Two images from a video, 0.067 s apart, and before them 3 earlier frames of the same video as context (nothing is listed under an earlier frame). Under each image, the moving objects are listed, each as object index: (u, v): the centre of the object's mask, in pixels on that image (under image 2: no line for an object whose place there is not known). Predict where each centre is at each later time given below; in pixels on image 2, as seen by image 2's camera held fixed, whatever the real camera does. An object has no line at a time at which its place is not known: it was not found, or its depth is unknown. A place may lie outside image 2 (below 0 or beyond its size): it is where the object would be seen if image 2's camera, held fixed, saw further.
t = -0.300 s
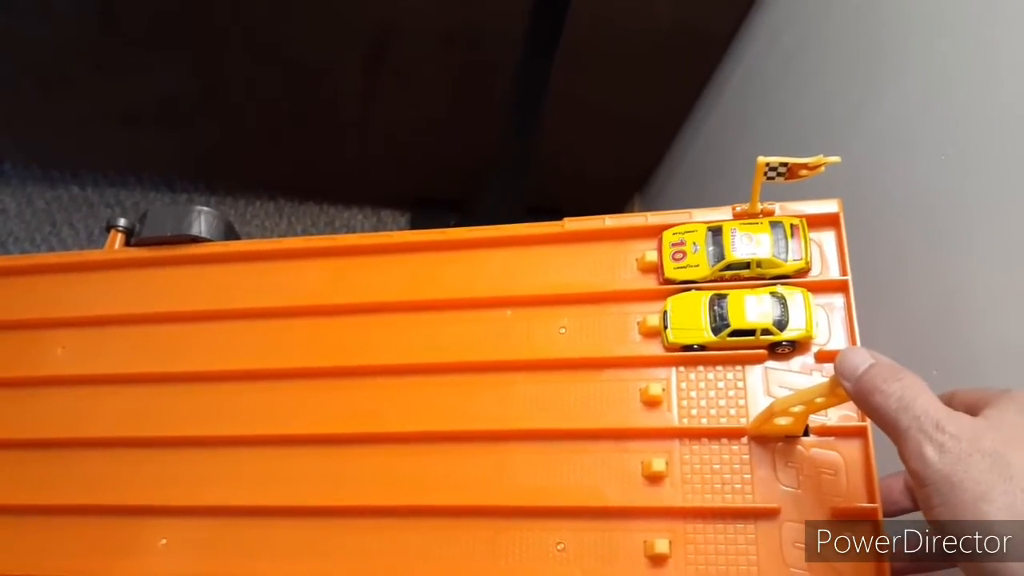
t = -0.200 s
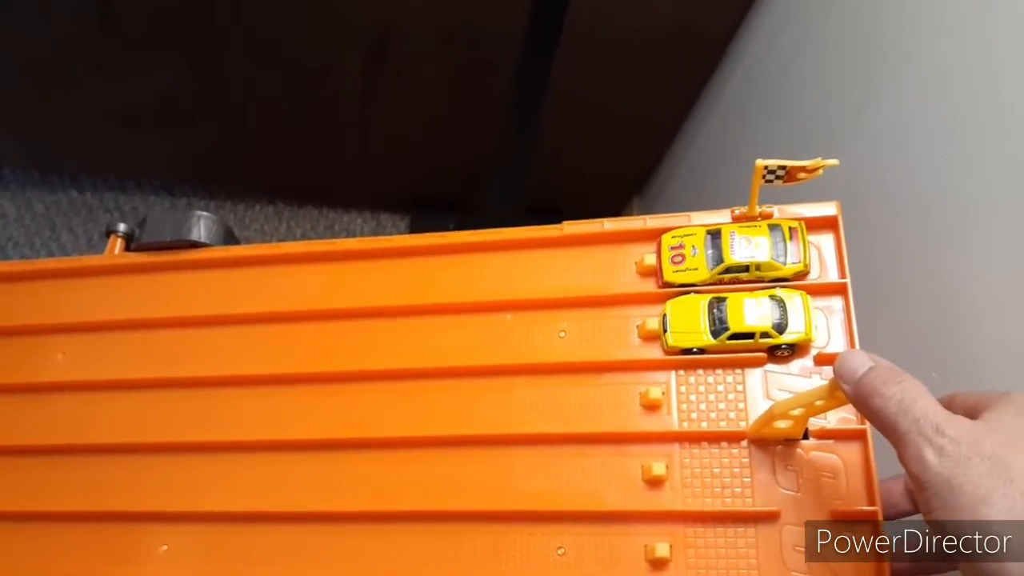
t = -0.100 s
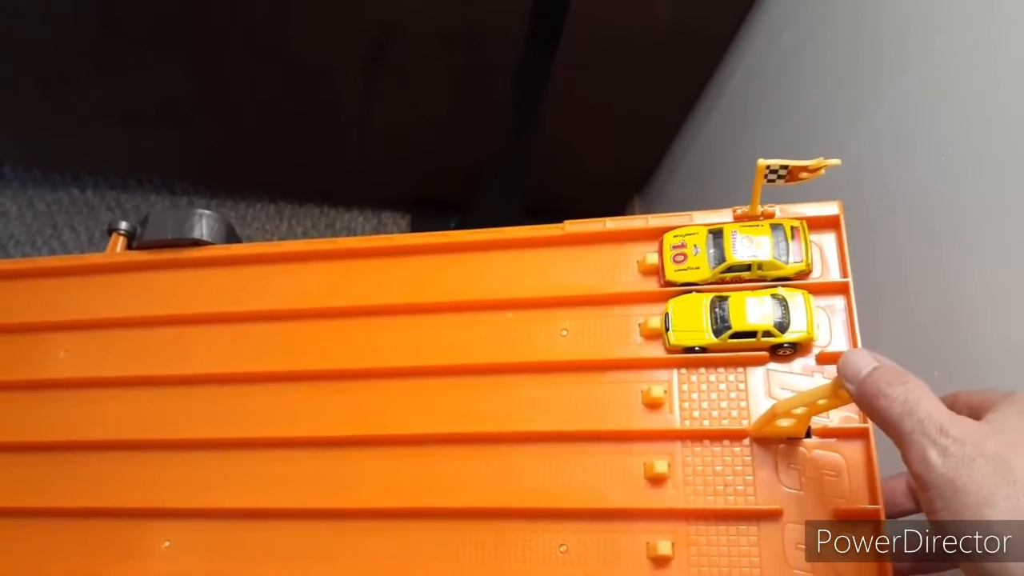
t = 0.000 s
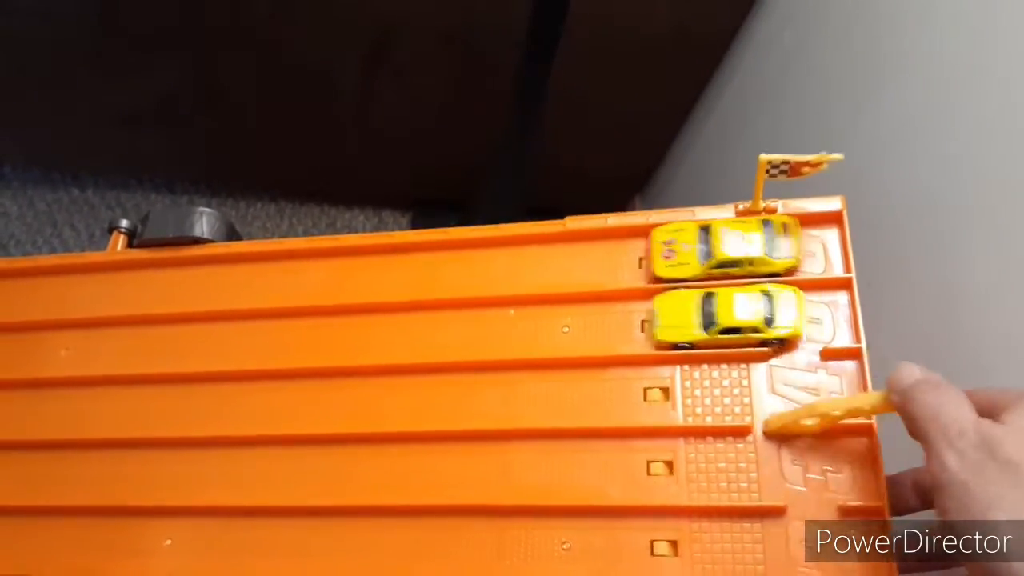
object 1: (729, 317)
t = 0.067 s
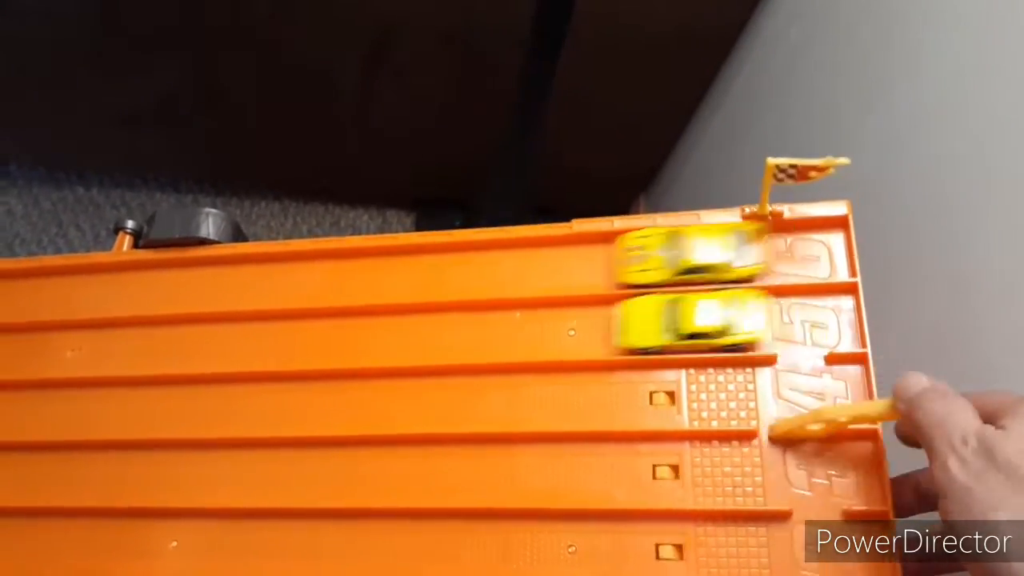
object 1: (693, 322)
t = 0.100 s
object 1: (664, 323)
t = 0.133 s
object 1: (628, 324)
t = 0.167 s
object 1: (588, 325)
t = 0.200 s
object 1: (542, 327)
